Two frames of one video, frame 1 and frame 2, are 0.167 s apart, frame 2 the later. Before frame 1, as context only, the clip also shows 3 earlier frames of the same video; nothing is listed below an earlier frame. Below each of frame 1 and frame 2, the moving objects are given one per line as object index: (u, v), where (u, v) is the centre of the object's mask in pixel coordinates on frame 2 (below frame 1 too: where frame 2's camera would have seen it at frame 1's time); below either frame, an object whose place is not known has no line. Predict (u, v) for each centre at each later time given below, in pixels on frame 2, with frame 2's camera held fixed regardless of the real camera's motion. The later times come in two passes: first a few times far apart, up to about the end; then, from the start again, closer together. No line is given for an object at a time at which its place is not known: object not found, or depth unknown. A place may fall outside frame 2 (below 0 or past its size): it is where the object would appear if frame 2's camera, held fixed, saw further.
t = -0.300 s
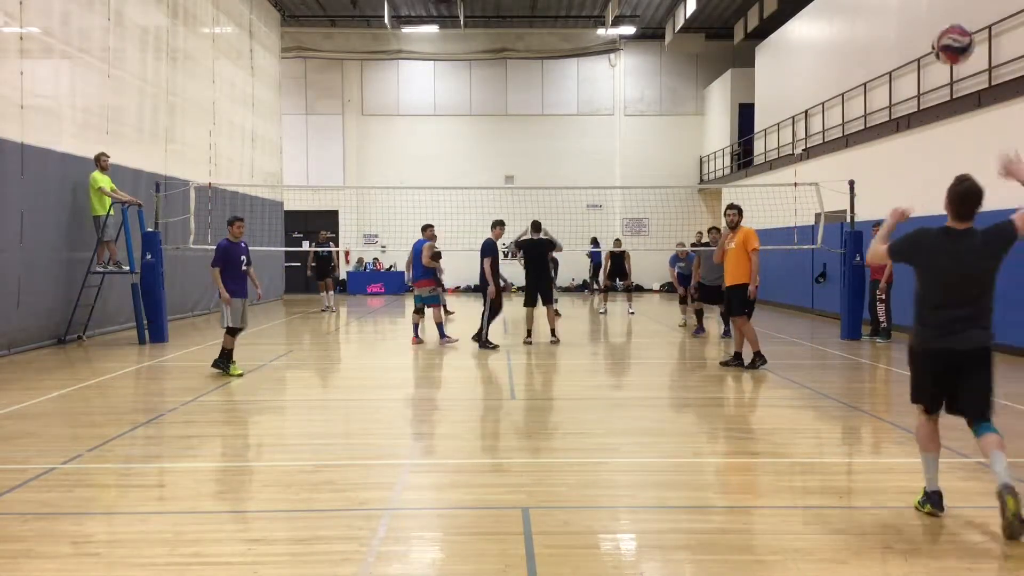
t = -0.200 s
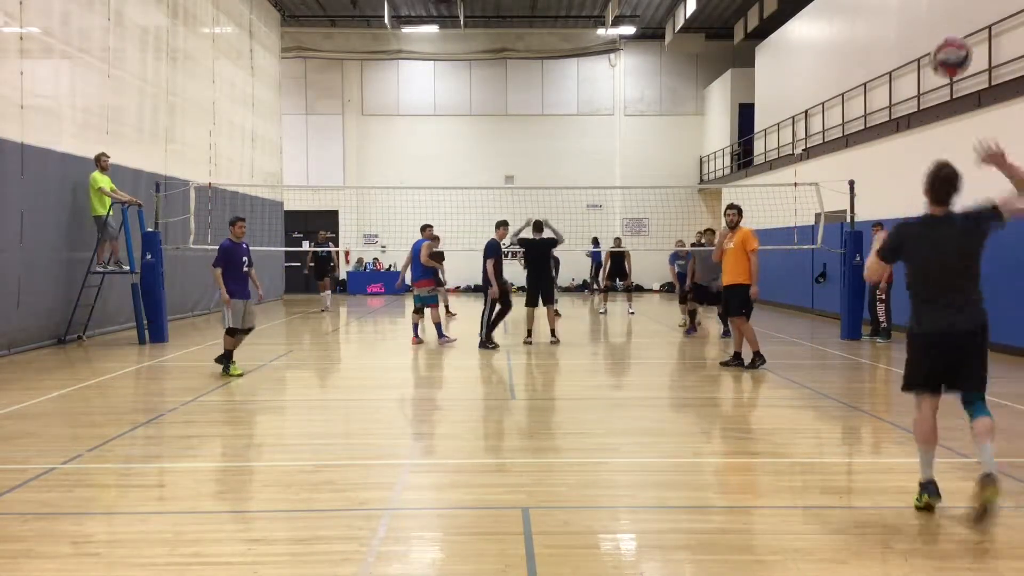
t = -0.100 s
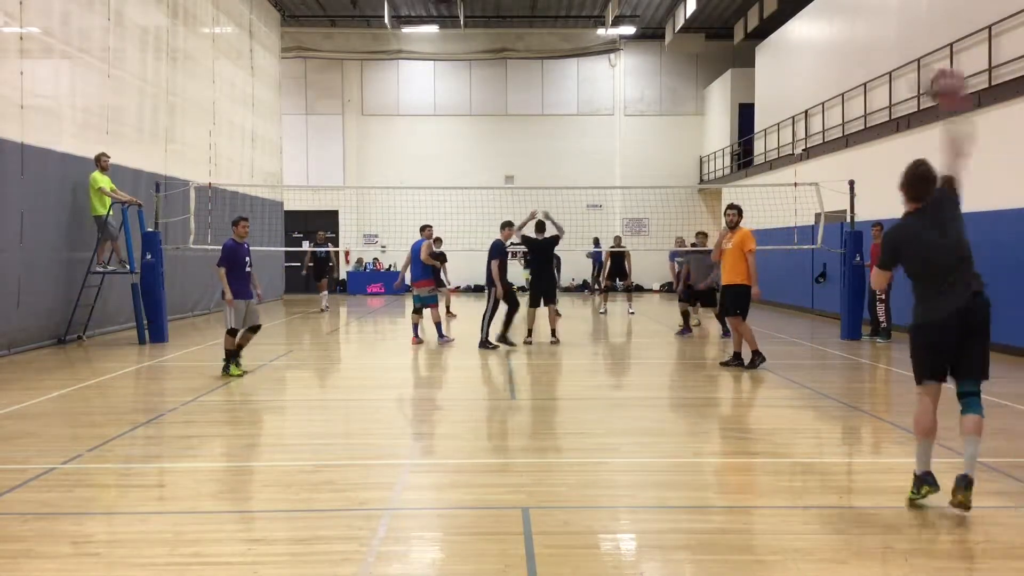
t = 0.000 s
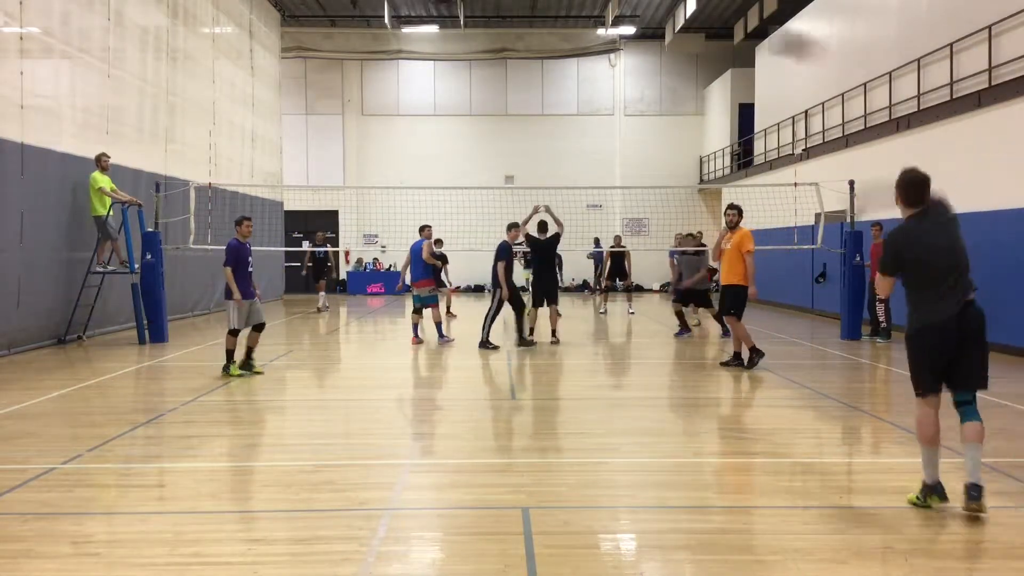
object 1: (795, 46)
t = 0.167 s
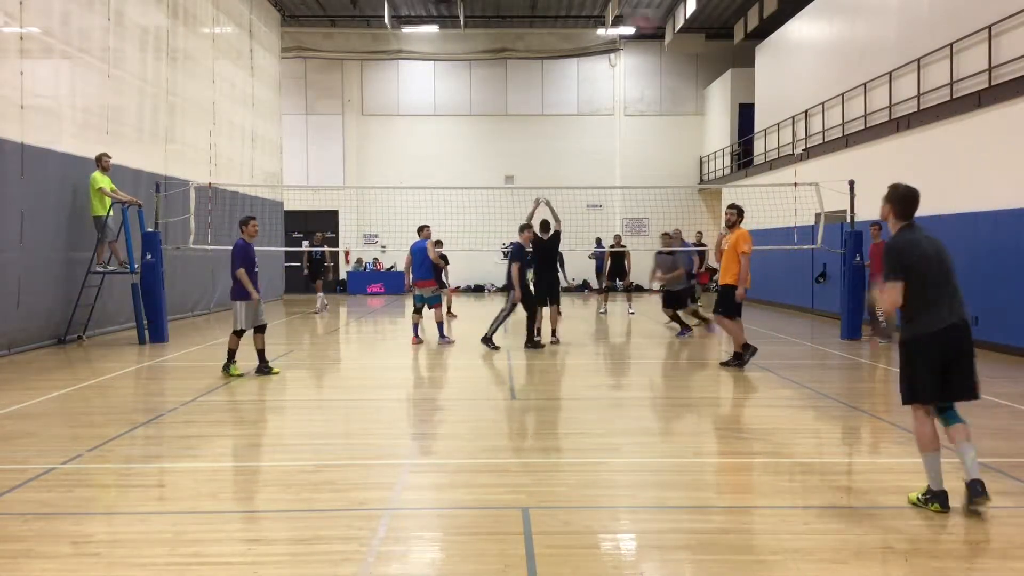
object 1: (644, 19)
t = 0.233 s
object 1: (599, 18)
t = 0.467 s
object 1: (504, 54)
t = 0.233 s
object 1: (599, 18)
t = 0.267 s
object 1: (585, 23)
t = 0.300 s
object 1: (568, 26)
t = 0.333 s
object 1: (549, 29)
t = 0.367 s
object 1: (538, 38)
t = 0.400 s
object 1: (526, 43)
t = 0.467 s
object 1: (504, 54)
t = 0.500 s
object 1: (495, 61)
